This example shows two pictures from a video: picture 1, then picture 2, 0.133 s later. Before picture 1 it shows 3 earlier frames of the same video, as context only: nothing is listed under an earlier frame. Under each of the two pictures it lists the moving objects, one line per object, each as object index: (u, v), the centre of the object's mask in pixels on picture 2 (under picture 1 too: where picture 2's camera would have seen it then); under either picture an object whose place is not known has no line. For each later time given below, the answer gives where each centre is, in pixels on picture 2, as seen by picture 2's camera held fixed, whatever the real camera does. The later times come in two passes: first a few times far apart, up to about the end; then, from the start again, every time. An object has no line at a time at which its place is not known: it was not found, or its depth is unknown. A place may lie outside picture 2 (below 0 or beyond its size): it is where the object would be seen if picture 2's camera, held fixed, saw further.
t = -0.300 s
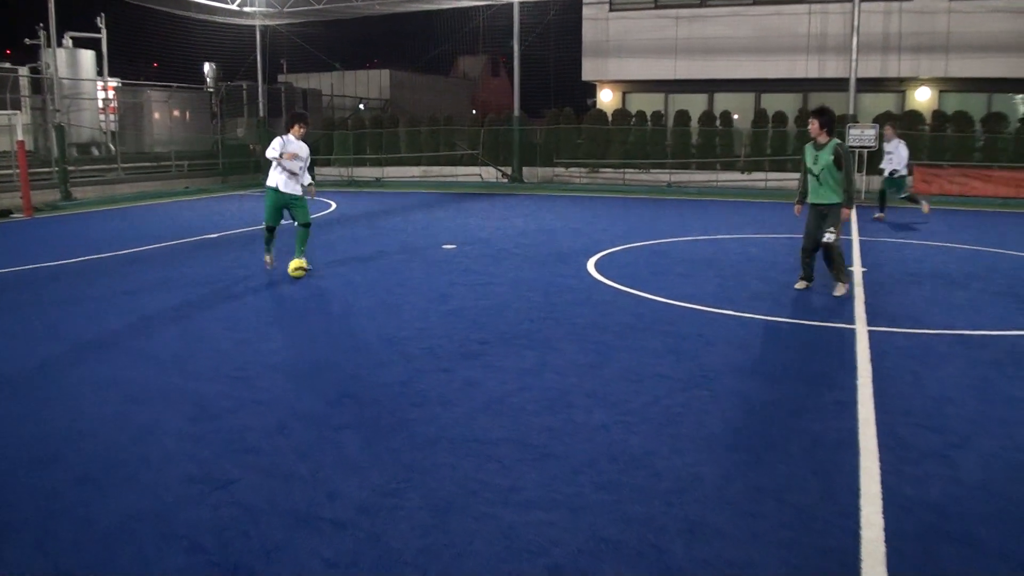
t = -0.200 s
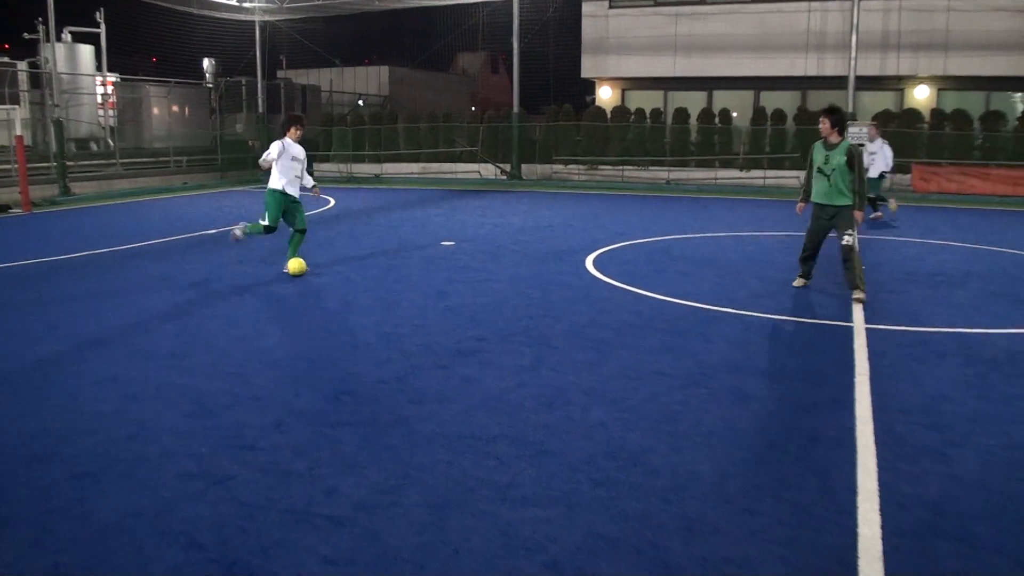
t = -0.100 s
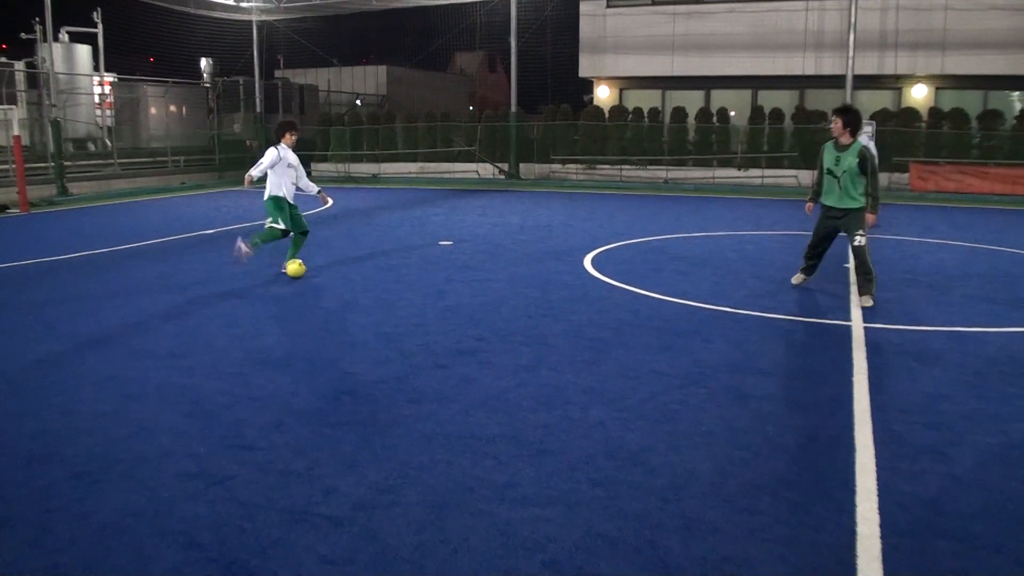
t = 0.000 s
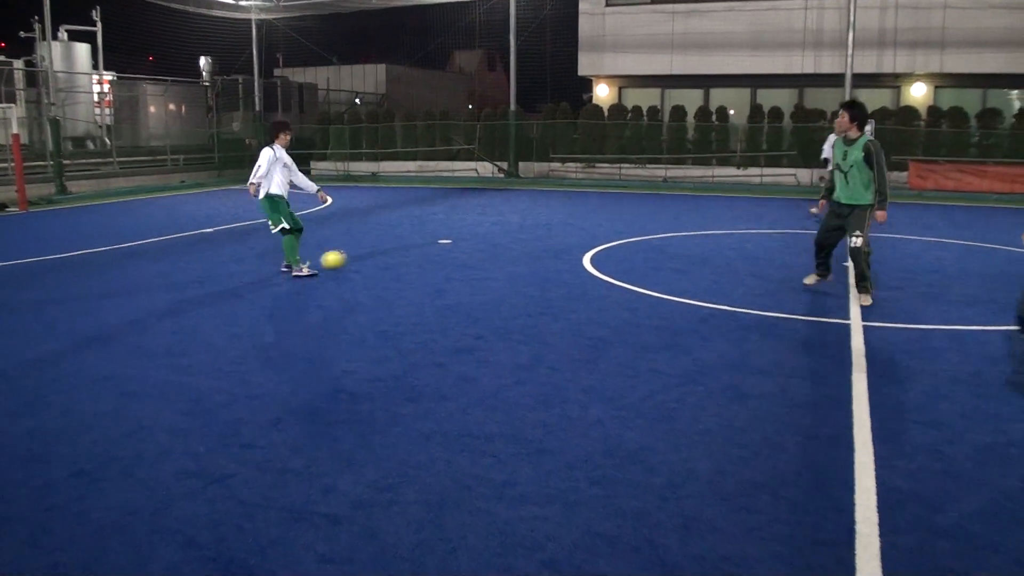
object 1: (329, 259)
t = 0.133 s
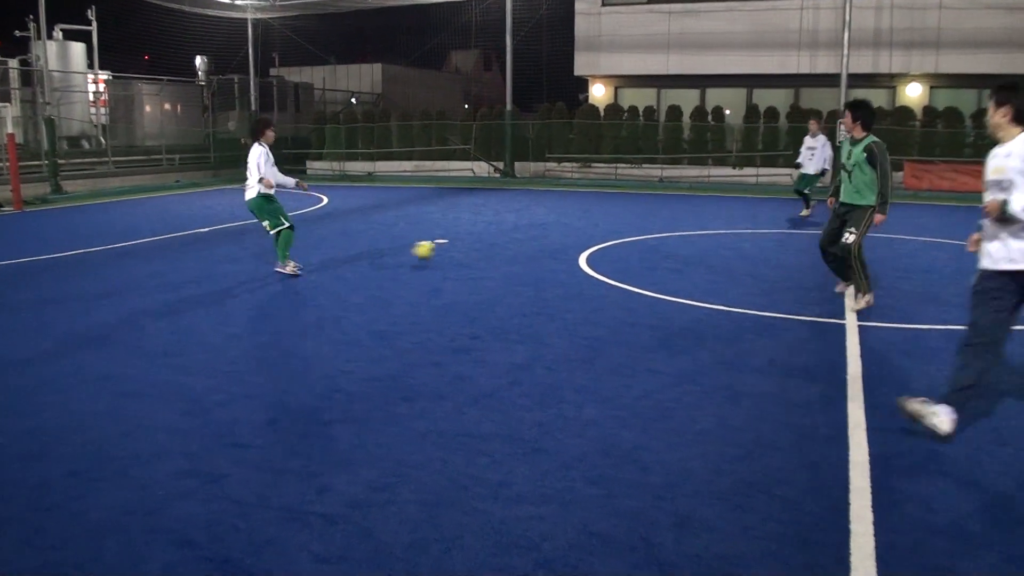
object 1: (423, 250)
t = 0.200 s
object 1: (465, 250)
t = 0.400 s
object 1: (563, 240)
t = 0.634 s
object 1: (647, 232)
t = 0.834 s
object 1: (699, 228)
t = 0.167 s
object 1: (445, 249)
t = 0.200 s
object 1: (465, 250)
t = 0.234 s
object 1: (484, 247)
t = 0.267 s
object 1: (501, 245)
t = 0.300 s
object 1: (516, 244)
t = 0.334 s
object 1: (533, 243)
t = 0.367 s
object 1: (548, 241)
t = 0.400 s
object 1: (563, 240)
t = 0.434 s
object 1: (577, 239)
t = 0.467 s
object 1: (590, 238)
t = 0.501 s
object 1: (602, 236)
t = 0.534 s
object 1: (614, 235)
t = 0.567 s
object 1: (626, 234)
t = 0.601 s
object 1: (637, 233)
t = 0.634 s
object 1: (647, 232)
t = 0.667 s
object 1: (656, 231)
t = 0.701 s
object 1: (666, 231)
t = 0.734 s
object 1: (675, 230)
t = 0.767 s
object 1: (683, 230)
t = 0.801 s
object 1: (691, 229)
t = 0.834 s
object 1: (699, 228)
